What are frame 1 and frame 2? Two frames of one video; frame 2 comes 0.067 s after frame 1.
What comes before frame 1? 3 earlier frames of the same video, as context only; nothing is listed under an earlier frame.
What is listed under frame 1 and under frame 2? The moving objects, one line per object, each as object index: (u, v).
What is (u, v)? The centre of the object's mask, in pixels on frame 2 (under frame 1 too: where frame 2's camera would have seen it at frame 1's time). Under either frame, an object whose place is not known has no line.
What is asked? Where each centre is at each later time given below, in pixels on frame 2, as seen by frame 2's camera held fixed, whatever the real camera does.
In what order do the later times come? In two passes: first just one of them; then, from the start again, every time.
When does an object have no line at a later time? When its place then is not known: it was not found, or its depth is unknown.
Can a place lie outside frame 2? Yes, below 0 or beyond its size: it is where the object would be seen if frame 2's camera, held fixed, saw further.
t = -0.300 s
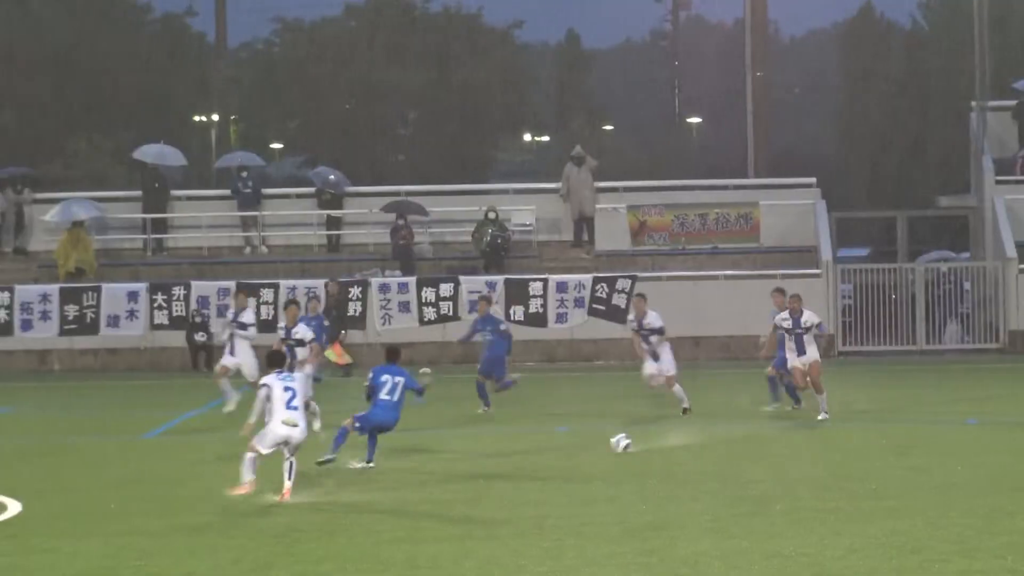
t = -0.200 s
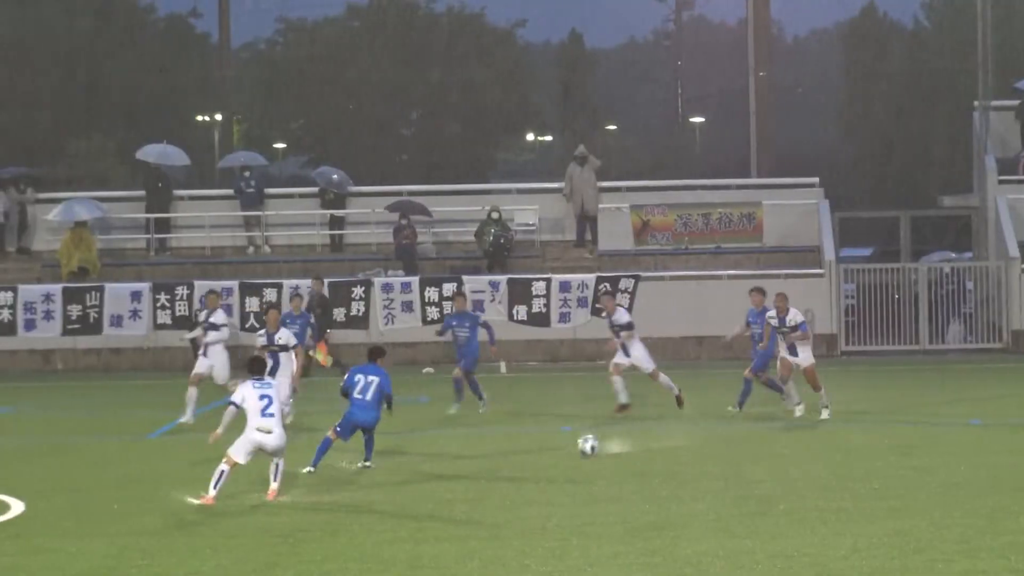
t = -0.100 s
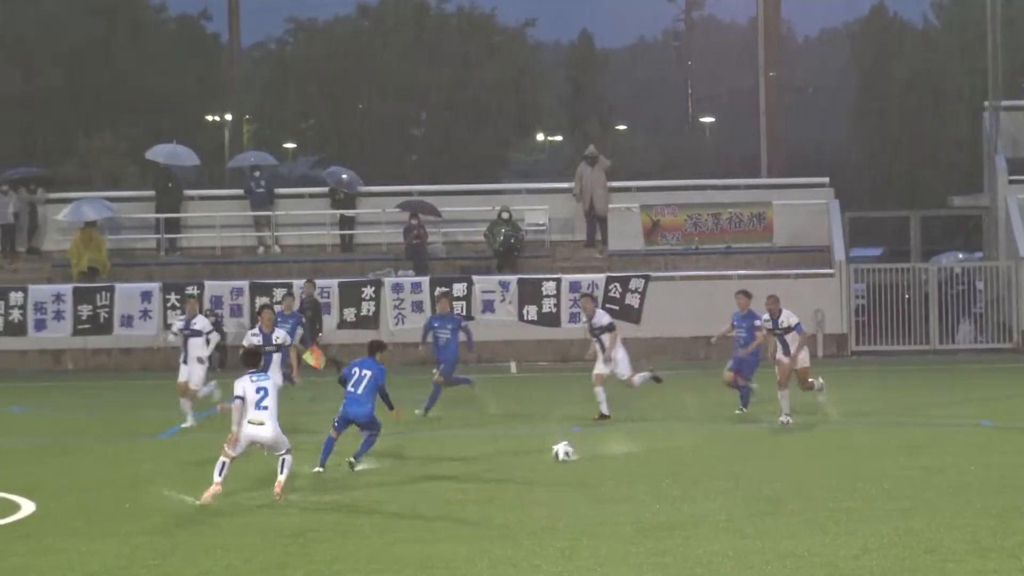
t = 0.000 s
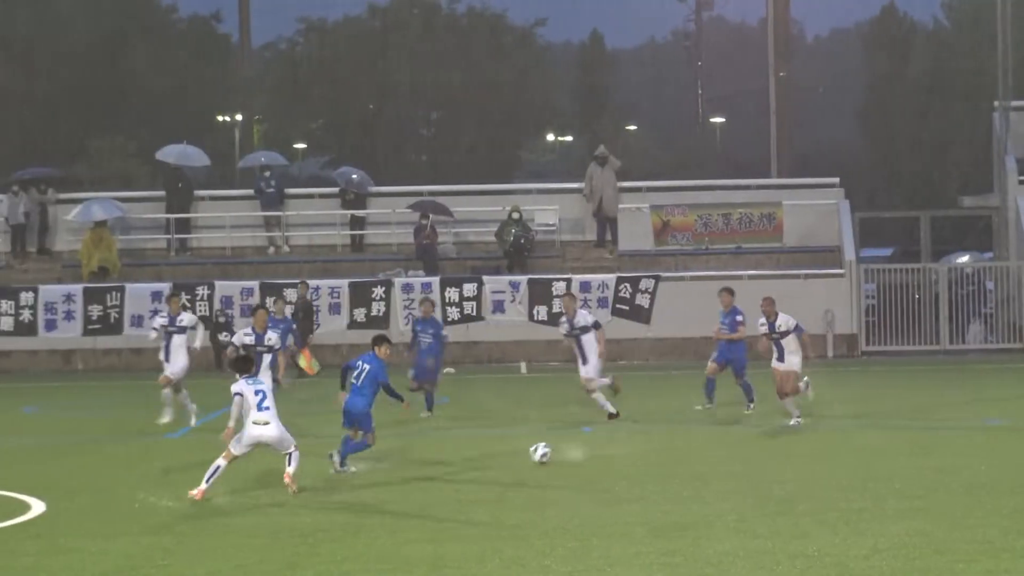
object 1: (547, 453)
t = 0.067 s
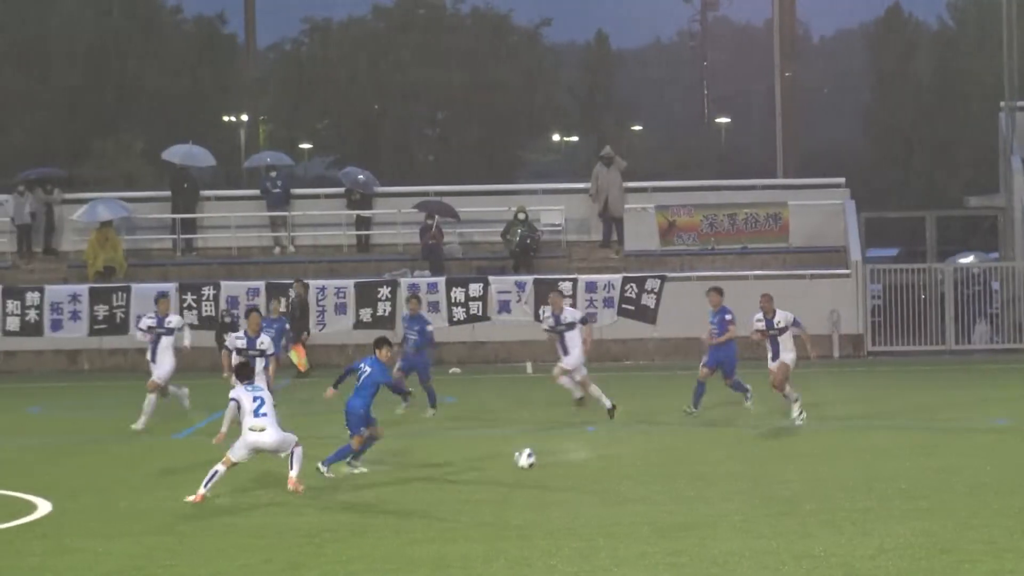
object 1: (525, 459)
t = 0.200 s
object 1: (484, 462)
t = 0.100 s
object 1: (514, 459)
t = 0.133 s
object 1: (505, 460)
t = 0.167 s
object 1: (494, 461)
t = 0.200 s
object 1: (484, 462)
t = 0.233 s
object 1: (475, 464)
